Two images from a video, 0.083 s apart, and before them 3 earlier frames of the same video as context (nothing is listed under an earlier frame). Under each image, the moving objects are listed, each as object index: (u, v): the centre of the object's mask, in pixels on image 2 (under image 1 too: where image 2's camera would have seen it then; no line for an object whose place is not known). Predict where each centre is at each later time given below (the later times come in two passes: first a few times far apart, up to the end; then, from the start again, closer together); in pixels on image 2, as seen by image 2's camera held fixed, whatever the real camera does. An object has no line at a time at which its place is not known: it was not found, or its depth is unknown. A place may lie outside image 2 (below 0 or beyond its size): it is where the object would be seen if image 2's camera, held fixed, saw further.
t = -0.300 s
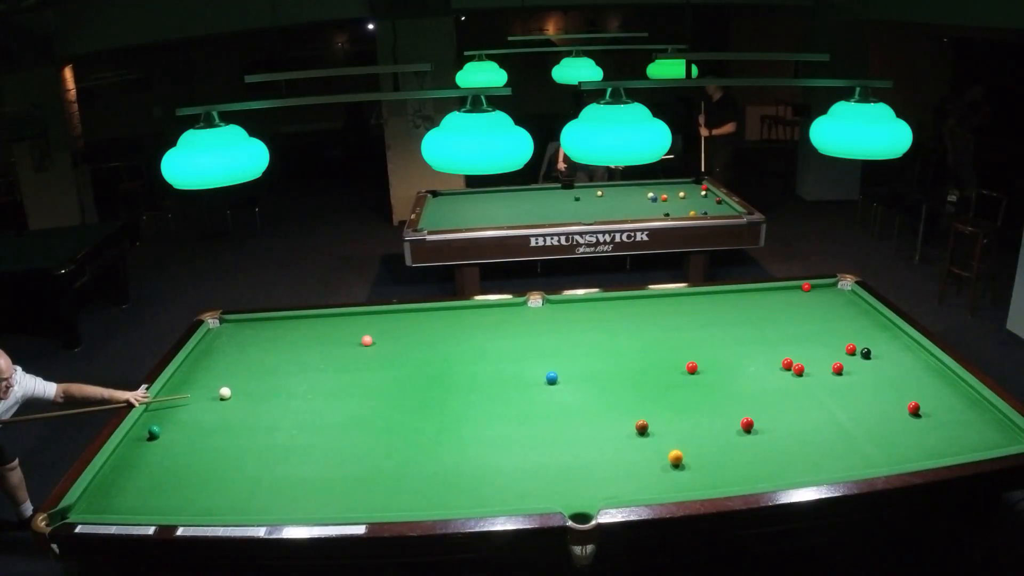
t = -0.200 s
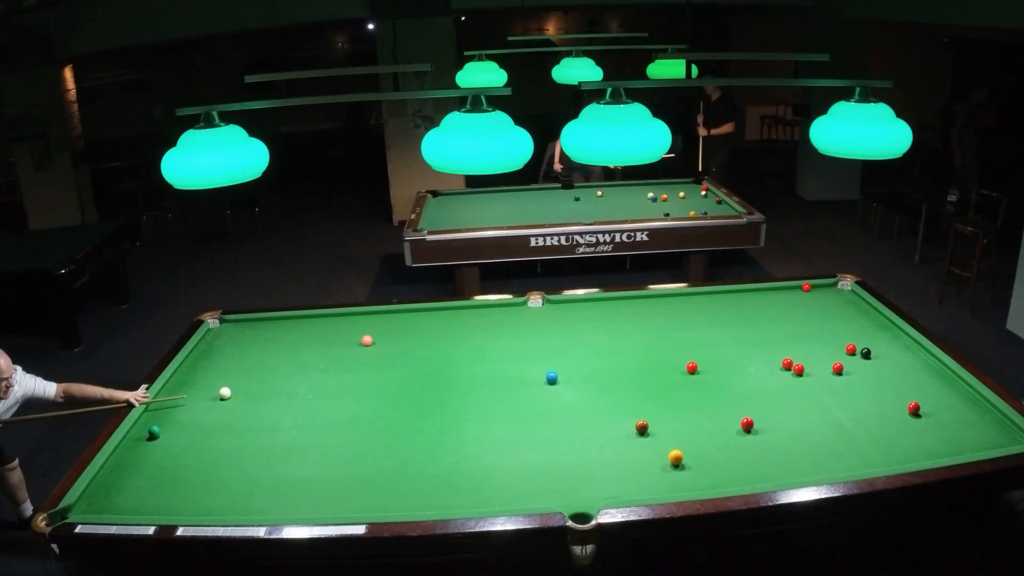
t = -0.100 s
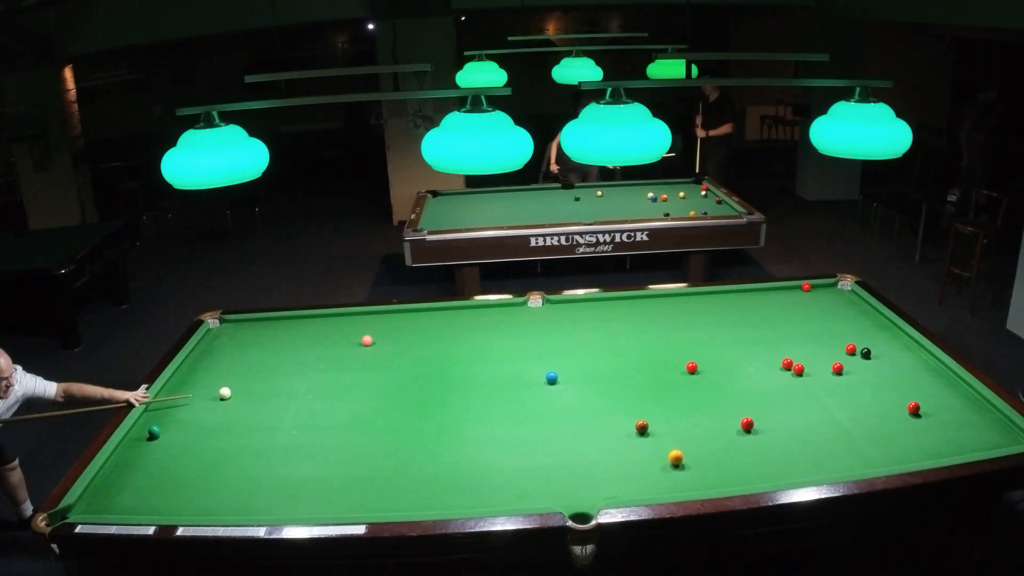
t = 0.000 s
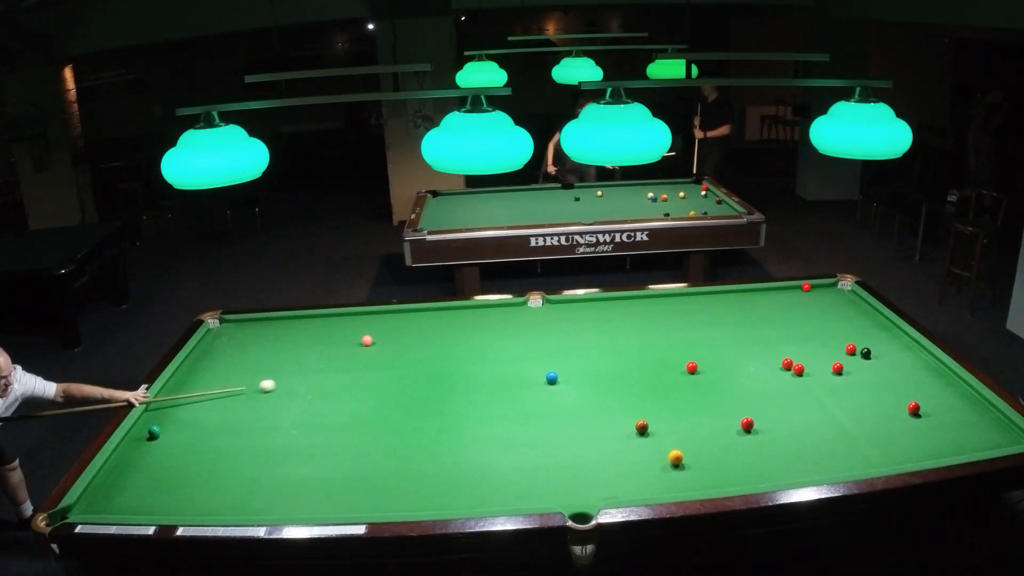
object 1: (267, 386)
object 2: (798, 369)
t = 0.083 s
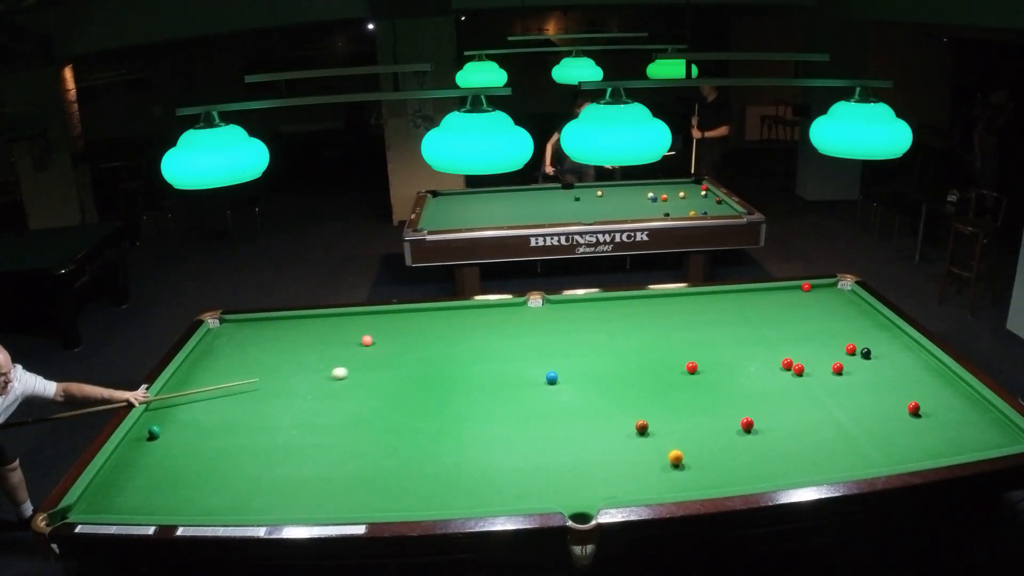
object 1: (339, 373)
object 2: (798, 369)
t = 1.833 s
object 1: (859, 324)
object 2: (798, 369)
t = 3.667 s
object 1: (808, 386)
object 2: (787, 370)
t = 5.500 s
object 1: (800, 428)
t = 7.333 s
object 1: (798, 435)
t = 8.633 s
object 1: (798, 435)
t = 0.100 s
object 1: (354, 371)
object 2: (798, 369)
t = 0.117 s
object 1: (368, 368)
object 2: (798, 369)
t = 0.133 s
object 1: (382, 366)
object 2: (798, 369)
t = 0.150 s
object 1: (396, 363)
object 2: (798, 369)
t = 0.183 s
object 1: (424, 358)
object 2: (798, 369)
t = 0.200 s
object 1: (438, 356)
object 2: (798, 369)
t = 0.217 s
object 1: (452, 353)
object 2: (798, 369)
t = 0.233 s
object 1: (464, 351)
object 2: (798, 369)
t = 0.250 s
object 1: (478, 348)
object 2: (798, 369)
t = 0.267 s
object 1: (491, 346)
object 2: (798, 369)
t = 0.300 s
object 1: (517, 341)
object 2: (798, 369)
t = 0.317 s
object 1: (530, 339)
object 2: (798, 369)
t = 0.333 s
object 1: (543, 336)
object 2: (798, 369)
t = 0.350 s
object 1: (555, 334)
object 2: (798, 369)
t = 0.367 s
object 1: (568, 332)
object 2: (798, 369)
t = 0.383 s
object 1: (580, 329)
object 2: (798, 369)
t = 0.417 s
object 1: (604, 325)
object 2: (798, 369)
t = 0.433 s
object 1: (616, 323)
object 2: (798, 369)
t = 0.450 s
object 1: (627, 321)
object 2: (798, 369)
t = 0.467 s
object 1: (638, 318)
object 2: (798, 369)
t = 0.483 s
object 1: (650, 316)
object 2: (798, 369)
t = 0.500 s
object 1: (661, 314)
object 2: (798, 369)
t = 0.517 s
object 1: (672, 312)
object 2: (798, 369)
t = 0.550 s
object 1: (693, 308)
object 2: (798, 369)
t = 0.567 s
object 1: (703, 306)
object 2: (798, 369)
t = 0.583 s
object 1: (714, 304)
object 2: (798, 369)
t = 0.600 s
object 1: (724, 302)
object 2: (798, 369)
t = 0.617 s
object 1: (734, 300)
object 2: (798, 369)
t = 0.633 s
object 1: (743, 298)
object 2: (798, 369)
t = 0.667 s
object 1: (762, 294)
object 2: (798, 369)
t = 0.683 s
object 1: (771, 293)
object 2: (798, 369)
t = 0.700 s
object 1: (780, 291)
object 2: (798, 369)
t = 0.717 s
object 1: (789, 289)
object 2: (798, 369)
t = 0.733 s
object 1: (798, 287)
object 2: (798, 369)
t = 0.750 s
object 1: (798, 287)
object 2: (798, 369)
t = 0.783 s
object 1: (799, 290)
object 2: (798, 369)
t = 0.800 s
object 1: (799, 290)
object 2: (798, 369)
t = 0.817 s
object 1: (800, 291)
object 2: (798, 369)
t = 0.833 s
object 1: (801, 292)
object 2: (798, 369)
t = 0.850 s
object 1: (802, 292)
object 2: (798, 369)
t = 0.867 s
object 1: (803, 293)
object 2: (798, 369)
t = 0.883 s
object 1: (804, 294)
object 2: (798, 369)
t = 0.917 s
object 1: (807, 295)
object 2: (798, 369)
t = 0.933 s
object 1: (809, 296)
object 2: (798, 369)
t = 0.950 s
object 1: (811, 296)
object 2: (798, 369)
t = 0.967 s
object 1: (813, 297)
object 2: (798, 369)
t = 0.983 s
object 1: (815, 298)
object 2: (798, 369)
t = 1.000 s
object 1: (817, 298)
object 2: (798, 369)
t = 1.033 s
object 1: (822, 299)
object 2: (798, 369)
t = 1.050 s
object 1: (824, 300)
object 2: (798, 369)
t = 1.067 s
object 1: (826, 300)
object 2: (798, 369)
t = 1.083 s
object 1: (829, 301)
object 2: (798, 369)
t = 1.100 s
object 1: (831, 301)
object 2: (798, 369)
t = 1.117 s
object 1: (833, 302)
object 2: (798, 369)
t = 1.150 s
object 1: (838, 302)
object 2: (798, 369)
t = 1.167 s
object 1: (840, 303)
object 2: (798, 369)
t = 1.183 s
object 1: (843, 303)
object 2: (798, 369)
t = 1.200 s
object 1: (845, 304)
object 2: (798, 369)
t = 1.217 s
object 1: (848, 304)
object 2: (798, 369)
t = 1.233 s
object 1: (850, 305)
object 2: (798, 369)
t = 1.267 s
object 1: (855, 306)
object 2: (798, 369)
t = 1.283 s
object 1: (857, 306)
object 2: (798, 369)
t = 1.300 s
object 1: (859, 307)
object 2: (798, 369)
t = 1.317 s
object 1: (861, 307)
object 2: (798, 369)
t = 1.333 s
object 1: (864, 308)
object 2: (798, 369)
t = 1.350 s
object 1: (866, 308)
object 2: (798, 369)
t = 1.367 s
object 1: (869, 309)
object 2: (798, 369)
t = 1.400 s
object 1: (873, 310)
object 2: (798, 369)
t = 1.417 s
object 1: (874, 310)
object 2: (798, 369)
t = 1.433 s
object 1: (874, 311)
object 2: (798, 369)
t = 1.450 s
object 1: (873, 311)
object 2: (798, 369)
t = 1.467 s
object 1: (872, 312)
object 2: (798, 369)
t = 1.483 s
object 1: (872, 313)
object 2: (798, 369)
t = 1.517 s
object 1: (870, 314)
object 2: (798, 369)
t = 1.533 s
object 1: (870, 314)
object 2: (798, 369)
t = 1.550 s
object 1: (869, 315)
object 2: (798, 369)
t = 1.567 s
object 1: (868, 315)
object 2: (798, 369)
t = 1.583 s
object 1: (868, 316)
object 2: (798, 369)
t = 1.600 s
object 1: (867, 316)
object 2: (798, 369)
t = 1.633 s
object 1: (866, 318)
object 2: (798, 369)
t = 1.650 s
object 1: (866, 318)
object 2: (798, 369)
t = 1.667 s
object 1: (865, 319)
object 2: (798, 369)
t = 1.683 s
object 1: (864, 319)
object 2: (798, 369)
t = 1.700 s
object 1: (864, 320)
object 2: (798, 369)
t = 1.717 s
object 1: (863, 320)
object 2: (798, 369)
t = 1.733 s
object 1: (862, 321)
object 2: (798, 369)
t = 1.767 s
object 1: (861, 322)
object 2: (798, 369)
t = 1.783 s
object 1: (861, 322)
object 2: (798, 369)
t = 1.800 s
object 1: (860, 323)
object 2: (798, 369)
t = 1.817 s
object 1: (860, 324)
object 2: (798, 369)
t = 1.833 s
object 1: (859, 324)
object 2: (798, 369)
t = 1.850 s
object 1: (858, 325)
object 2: (798, 369)
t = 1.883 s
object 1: (857, 326)
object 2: (798, 369)
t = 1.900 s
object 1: (856, 327)
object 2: (798, 369)
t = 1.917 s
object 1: (856, 327)
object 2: (798, 369)
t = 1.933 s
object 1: (855, 328)
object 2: (798, 369)
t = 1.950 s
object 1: (854, 328)
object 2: (798, 369)
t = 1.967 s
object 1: (854, 329)
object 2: (798, 369)
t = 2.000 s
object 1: (853, 330)
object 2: (798, 369)
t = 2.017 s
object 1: (852, 331)
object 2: (798, 369)
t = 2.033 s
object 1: (851, 331)
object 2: (798, 369)
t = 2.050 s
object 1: (851, 332)
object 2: (798, 369)
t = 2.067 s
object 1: (850, 332)
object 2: (798, 369)
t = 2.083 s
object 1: (850, 333)
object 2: (798, 369)
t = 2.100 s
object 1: (849, 334)
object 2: (798, 369)
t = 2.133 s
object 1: (848, 335)
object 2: (798, 369)
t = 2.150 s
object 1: (847, 335)
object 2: (798, 369)
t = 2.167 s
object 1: (847, 335)
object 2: (798, 369)
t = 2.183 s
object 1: (846, 336)
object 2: (798, 369)
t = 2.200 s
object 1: (845, 337)
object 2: (798, 369)
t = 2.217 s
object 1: (845, 337)
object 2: (798, 369)
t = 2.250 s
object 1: (843, 338)
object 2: (798, 369)
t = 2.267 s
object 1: (843, 339)
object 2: (798, 369)
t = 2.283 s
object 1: (842, 340)
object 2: (798, 369)
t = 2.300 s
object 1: (841, 340)
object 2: (798, 369)
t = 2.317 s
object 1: (841, 341)
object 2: (798, 369)
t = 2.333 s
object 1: (840, 342)
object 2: (798, 369)
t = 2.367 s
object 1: (839, 343)
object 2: (798, 369)
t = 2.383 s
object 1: (838, 343)
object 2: (798, 369)
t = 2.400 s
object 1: (838, 344)
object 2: (798, 369)
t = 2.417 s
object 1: (837, 344)
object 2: (798, 369)
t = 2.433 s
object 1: (837, 345)
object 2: (798, 369)
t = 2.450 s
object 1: (836, 346)
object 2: (798, 369)
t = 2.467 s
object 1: (835, 346)
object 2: (798, 369)
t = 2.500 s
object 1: (834, 347)
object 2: (798, 369)
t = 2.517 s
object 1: (834, 348)
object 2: (798, 369)
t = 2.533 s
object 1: (833, 349)
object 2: (798, 369)
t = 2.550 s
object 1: (832, 349)
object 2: (798, 369)
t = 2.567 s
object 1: (832, 350)
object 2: (798, 369)
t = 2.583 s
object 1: (831, 350)
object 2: (798, 369)
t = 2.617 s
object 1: (830, 351)
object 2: (798, 369)
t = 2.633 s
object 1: (829, 352)
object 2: (798, 369)
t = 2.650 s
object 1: (829, 352)
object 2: (798, 369)
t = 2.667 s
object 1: (828, 353)
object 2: (798, 369)
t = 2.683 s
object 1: (827, 354)
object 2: (798, 369)
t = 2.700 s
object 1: (827, 354)
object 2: (798, 369)
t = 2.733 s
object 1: (826, 355)
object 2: (798, 369)
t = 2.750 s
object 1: (825, 356)
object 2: (798, 369)
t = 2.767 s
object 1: (824, 356)
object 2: (798, 369)
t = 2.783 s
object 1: (824, 357)
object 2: (798, 369)
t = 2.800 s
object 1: (823, 357)
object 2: (798, 369)
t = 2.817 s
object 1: (822, 358)
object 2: (798, 369)
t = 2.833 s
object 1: (822, 359)
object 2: (798, 369)
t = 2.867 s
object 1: (821, 360)
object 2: (798, 369)
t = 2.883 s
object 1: (820, 361)
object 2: (798, 369)
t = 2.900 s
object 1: (819, 361)
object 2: (798, 369)
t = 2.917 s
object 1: (819, 362)
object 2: (798, 369)
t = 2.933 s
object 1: (818, 362)
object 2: (798, 369)
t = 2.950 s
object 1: (818, 363)
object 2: (798, 369)
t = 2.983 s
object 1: (816, 364)
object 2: (798, 369)
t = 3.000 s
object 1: (816, 364)
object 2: (798, 369)
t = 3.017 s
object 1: (815, 365)
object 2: (798, 369)
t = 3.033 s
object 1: (814, 365)
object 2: (798, 369)
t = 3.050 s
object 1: (814, 366)
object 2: (798, 369)
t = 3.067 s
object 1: (813, 366)
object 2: (798, 369)
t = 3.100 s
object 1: (812, 367)
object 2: (798, 369)
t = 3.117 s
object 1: (811, 368)
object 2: (798, 369)
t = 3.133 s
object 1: (811, 368)
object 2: (798, 369)
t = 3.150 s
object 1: (811, 369)
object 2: (798, 369)
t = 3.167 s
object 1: (810, 370)
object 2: (798, 369)
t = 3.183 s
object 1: (810, 370)
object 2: (797, 369)
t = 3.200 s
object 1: (810, 371)
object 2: (797, 369)
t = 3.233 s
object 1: (810, 372)
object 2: (796, 369)
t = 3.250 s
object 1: (810, 373)
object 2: (796, 369)
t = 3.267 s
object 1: (810, 373)
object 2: (796, 369)
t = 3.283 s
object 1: (810, 374)
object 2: (795, 369)
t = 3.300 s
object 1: (810, 374)
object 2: (795, 369)
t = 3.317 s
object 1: (810, 375)
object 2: (794, 369)
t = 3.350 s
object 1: (810, 376)
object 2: (794, 369)
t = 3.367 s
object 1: (810, 377)
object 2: (793, 369)
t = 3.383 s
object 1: (810, 377)
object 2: (793, 369)
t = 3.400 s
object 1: (809, 378)
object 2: (792, 369)
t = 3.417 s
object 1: (809, 378)
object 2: (792, 369)
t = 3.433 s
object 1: (809, 379)
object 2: (791, 369)
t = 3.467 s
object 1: (809, 380)
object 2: (791, 369)
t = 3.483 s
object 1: (809, 380)
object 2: (790, 369)
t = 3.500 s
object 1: (809, 381)
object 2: (790, 369)
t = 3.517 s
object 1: (809, 381)
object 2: (790, 369)
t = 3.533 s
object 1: (809, 382)
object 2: (789, 369)
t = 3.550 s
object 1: (809, 383)
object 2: (789, 369)
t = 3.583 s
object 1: (809, 383)
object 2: (788, 370)
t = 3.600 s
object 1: (809, 384)
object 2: (788, 370)
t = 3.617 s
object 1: (809, 384)
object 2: (788, 370)
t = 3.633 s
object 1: (808, 385)
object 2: (787, 370)
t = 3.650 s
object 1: (809, 385)
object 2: (787, 370)
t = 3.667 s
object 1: (808, 386)
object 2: (787, 370)
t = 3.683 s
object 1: (808, 387)
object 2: (786, 370)
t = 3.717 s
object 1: (808, 387)
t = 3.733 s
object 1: (808, 388)
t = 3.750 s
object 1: (808, 388)
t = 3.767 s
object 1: (808, 389)
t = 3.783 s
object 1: (808, 389)
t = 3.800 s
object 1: (808, 390)
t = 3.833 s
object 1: (808, 391)
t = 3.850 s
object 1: (808, 391)
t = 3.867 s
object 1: (808, 392)
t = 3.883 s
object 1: (807, 393)
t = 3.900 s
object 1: (807, 393)
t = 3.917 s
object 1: (807, 393)
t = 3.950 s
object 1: (807, 395)
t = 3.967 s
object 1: (807, 395)
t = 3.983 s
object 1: (807, 395)
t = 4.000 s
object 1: (807, 396)
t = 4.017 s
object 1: (807, 396)
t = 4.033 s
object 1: (807, 397)
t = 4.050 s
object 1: (807, 397)
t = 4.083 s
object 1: (807, 398)
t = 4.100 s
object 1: (807, 399)
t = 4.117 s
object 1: (807, 399)
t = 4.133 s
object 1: (806, 400)
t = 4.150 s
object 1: (806, 400)
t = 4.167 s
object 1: (806, 401)
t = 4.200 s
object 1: (806, 401)
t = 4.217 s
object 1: (806, 402)
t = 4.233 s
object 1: (806, 402)
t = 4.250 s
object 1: (806, 403)
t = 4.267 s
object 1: (806, 403)
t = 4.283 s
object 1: (806, 404)
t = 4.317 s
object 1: (806, 405)
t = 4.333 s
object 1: (806, 405)
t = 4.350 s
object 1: (806, 405)
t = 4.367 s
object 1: (806, 406)
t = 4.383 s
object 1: (806, 406)
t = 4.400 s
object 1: (805, 407)
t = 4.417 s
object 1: (805, 407)
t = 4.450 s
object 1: (805, 408)
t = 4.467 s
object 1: (805, 408)
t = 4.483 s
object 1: (805, 409)
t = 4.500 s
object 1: (805, 409)
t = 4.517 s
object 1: (805, 410)
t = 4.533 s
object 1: (805, 410)
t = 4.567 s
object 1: (805, 410)
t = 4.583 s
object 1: (805, 411)
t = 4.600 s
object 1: (805, 412)
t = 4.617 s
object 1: (805, 412)
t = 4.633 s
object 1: (804, 412)
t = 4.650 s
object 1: (804, 413)
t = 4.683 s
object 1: (804, 414)
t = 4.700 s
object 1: (804, 414)
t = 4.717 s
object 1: (804, 414)
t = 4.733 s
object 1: (804, 415)
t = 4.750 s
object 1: (804, 415)
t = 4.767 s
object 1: (804, 415)
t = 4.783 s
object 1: (804, 416)
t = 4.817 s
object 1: (803, 417)
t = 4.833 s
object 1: (803, 417)
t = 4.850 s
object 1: (803, 417)
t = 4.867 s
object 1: (803, 418)
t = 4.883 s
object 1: (803, 418)
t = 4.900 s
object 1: (803, 418)
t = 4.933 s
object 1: (803, 419)
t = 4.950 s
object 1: (803, 419)
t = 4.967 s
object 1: (803, 419)
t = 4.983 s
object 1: (803, 420)
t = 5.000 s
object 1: (802, 420)
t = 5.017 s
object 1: (802, 421)
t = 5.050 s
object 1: (802, 421)
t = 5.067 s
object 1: (802, 421)
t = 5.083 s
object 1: (802, 422)
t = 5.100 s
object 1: (802, 422)
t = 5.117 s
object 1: (802, 422)
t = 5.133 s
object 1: (802, 423)
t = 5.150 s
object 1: (802, 423)
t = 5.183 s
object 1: (802, 424)
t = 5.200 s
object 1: (802, 424)
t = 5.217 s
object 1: (802, 424)
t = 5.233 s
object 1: (802, 424)
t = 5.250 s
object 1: (801, 425)
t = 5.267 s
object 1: (801, 425)
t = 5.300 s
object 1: (802, 425)
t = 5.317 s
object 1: (802, 425)
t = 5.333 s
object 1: (801, 425)
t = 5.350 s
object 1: (801, 426)
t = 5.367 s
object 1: (801, 426)
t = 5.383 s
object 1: (801, 426)
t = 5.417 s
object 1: (801, 427)
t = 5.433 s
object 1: (801, 427)
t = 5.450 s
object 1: (801, 428)
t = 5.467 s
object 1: (800, 428)
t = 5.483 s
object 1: (800, 428)
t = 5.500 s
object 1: (800, 428)
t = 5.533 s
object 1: (800, 429)
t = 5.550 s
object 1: (800, 429)
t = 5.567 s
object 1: (800, 429)
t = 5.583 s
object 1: (800, 429)
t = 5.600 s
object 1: (800, 430)
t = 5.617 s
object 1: (800, 430)
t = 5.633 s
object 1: (800, 430)
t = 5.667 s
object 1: (800, 430)
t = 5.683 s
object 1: (800, 430)
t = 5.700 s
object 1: (800, 431)
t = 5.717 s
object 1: (800, 431)
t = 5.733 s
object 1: (800, 431)
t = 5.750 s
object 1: (800, 431)
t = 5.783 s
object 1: (800, 431)
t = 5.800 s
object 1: (800, 431)
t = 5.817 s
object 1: (800, 432)
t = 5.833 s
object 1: (800, 432)
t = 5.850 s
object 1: (800, 432)
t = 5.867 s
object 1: (800, 432)
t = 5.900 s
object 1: (799, 432)
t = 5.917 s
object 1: (799, 433)
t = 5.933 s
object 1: (799, 433)
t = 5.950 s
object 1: (799, 433)
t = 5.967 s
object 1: (799, 433)
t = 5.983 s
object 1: (799, 433)
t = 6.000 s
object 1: (799, 433)
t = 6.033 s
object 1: (799, 433)
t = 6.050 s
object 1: (799, 433)
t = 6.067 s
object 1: (799, 433)
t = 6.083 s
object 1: (799, 434)
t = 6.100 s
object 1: (799, 434)
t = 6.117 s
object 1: (799, 434)
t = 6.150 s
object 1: (798, 434)
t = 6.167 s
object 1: (798, 434)
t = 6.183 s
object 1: (798, 434)
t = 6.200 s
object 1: (798, 434)
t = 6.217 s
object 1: (798, 434)
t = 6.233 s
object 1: (798, 434)
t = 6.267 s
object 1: (798, 435)
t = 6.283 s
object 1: (798, 435)
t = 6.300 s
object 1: (798, 435)
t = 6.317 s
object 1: (798, 435)
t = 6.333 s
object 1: (798, 435)
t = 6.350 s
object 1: (798, 435)
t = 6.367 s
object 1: (798, 435)
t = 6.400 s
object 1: (798, 435)
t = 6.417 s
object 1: (798, 435)
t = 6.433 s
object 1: (798, 435)
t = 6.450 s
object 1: (798, 435)
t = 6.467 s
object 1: (798, 435)
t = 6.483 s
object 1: (798, 435)
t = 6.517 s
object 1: (798, 435)
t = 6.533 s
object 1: (798, 435)
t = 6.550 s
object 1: (798, 435)
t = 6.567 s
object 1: (798, 435)
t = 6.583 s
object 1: (798, 435)
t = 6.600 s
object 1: (798, 435)
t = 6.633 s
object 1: (798, 435)
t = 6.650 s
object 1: (798, 435)
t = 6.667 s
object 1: (798, 435)
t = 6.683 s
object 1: (798, 435)
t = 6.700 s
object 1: (798, 435)
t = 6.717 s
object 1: (798, 435)
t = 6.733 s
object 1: (798, 435)
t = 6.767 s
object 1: (798, 435)
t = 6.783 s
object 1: (798, 435)
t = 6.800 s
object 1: (798, 435)
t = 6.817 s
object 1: (798, 435)
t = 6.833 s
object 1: (798, 435)
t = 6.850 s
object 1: (798, 435)
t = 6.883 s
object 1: (798, 435)
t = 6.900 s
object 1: (798, 435)
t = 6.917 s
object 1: (798, 435)
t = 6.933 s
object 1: (798, 435)
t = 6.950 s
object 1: (798, 435)
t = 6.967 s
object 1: (798, 435)
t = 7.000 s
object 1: (798, 435)
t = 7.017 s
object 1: (798, 435)
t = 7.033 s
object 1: (798, 435)
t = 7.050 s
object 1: (798, 435)
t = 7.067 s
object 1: (798, 435)
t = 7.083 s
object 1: (798, 435)
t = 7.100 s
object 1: (798, 435)
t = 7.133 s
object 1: (798, 435)
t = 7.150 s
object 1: (798, 435)
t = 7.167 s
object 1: (798, 435)
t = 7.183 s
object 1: (798, 435)
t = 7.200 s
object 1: (798, 435)
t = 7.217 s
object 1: (798, 435)
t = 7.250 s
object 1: (798, 435)
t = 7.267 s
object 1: (798, 435)
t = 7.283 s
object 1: (798, 435)
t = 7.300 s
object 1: (798, 435)
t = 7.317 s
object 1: (798, 435)
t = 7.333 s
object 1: (798, 435)
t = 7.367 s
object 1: (798, 435)
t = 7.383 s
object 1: (798, 435)
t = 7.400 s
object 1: (798, 435)
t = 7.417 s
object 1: (798, 435)
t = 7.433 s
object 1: (798, 435)
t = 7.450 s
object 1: (798, 435)
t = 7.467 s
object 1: (798, 435)
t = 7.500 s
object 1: (798, 435)
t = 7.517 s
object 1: (798, 435)
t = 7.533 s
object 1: (798, 435)
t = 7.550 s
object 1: (798, 435)
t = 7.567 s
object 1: (798, 435)
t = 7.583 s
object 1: (798, 435)
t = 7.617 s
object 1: (798, 435)
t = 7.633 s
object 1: (798, 435)
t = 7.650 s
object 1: (798, 435)
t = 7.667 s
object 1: (798, 435)
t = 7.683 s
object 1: (798, 435)
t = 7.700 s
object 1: (798, 435)
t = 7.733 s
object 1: (798, 435)
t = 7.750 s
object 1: (798, 435)
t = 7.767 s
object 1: (798, 435)
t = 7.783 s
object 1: (798, 435)
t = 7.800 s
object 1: (798, 435)
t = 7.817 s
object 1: (798, 435)
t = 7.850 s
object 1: (798, 435)
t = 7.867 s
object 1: (798, 435)
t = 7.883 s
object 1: (798, 435)
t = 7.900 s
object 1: (798, 435)
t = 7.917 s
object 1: (798, 435)
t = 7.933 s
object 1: (798, 435)
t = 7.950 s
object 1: (798, 435)
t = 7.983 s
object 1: (798, 435)
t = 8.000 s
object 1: (798, 435)
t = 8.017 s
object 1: (798, 435)
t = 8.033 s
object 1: (798, 435)
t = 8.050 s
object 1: (798, 435)
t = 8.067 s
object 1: (798, 435)
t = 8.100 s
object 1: (798, 435)
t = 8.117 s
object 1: (798, 435)
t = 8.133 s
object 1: (798, 435)
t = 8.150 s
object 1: (798, 435)
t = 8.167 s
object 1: (798, 435)
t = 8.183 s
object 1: (798, 435)
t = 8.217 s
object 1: (798, 435)
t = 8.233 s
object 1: (798, 435)
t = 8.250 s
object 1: (798, 435)
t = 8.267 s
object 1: (798, 435)
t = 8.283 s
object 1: (798, 435)
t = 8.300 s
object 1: (798, 435)
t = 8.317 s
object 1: (798, 435)
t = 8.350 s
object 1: (798, 435)
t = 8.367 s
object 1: (798, 435)
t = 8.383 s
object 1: (798, 435)
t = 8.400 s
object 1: (798, 435)
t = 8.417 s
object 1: (798, 435)
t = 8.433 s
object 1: (798, 435)
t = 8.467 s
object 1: (798, 435)
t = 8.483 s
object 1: (798, 435)
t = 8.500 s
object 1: (798, 435)
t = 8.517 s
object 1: (798, 435)
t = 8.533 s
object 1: (798, 435)
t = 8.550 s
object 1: (798, 435)
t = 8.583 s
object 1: (798, 435)
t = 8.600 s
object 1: (798, 435)
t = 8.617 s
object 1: (798, 435)
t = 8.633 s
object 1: (798, 435)
